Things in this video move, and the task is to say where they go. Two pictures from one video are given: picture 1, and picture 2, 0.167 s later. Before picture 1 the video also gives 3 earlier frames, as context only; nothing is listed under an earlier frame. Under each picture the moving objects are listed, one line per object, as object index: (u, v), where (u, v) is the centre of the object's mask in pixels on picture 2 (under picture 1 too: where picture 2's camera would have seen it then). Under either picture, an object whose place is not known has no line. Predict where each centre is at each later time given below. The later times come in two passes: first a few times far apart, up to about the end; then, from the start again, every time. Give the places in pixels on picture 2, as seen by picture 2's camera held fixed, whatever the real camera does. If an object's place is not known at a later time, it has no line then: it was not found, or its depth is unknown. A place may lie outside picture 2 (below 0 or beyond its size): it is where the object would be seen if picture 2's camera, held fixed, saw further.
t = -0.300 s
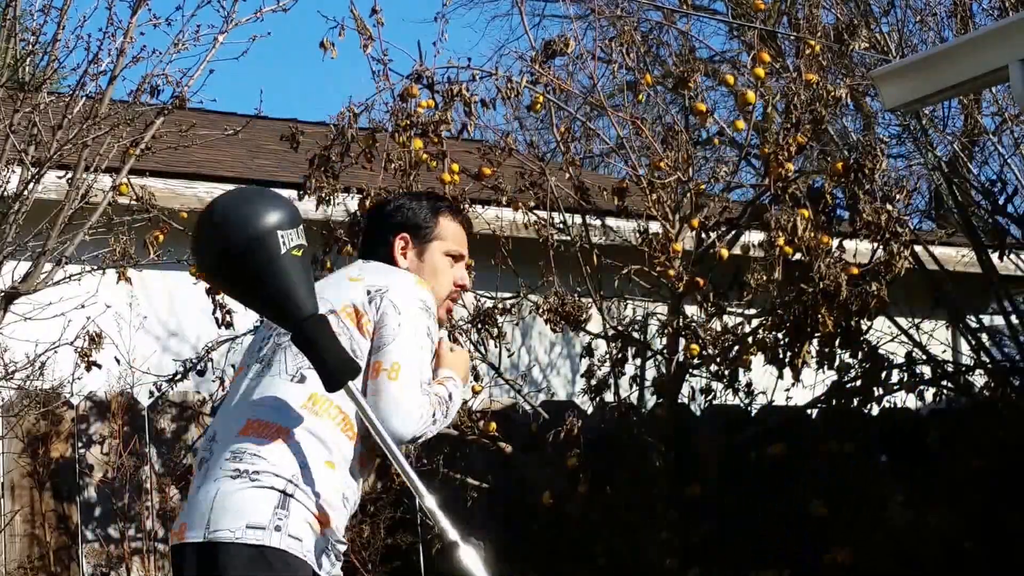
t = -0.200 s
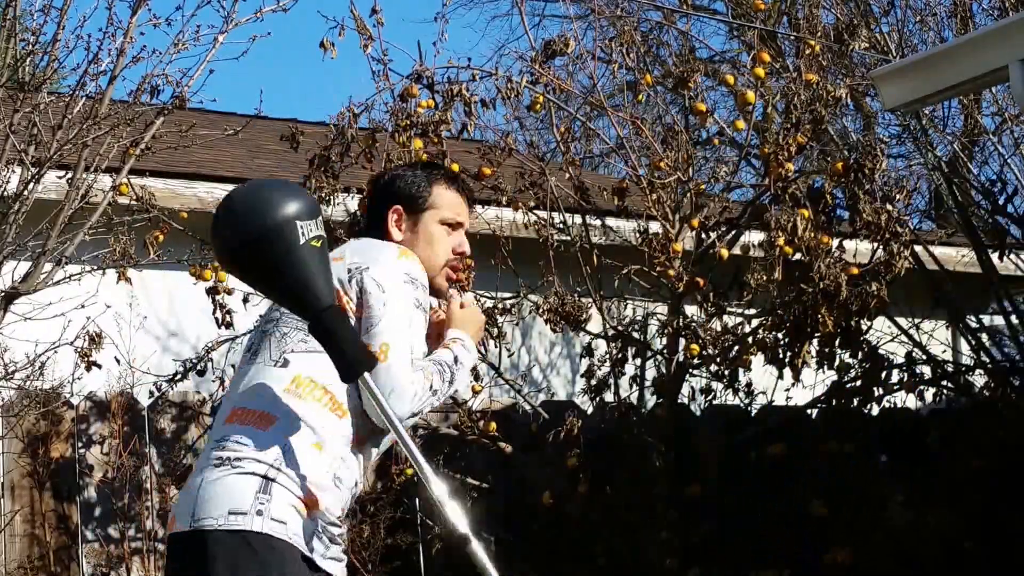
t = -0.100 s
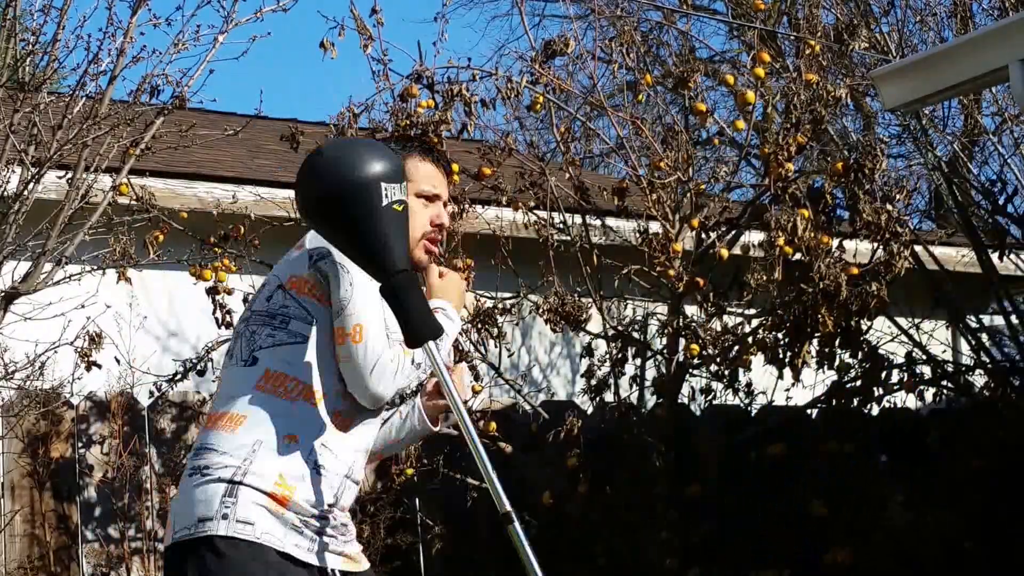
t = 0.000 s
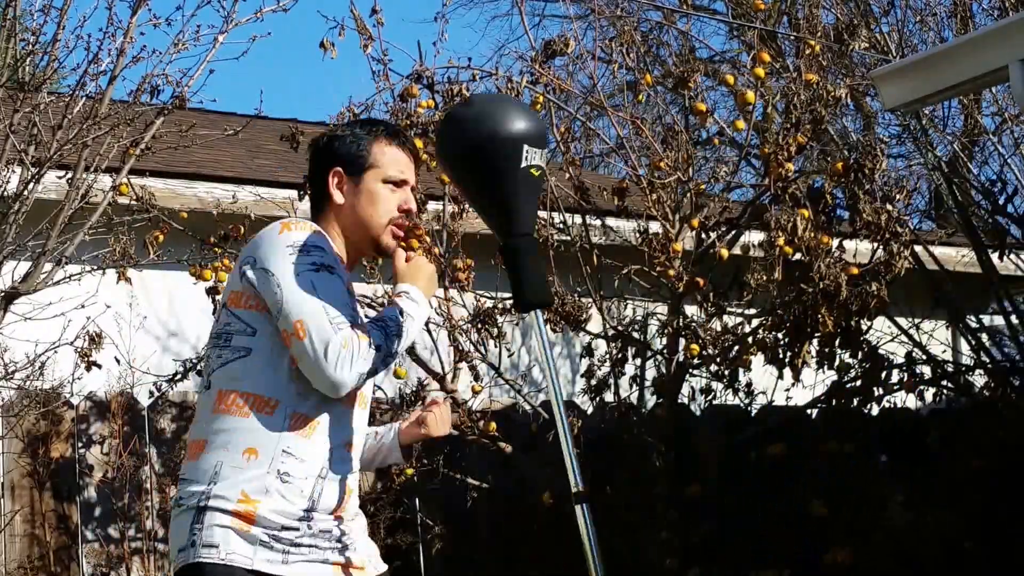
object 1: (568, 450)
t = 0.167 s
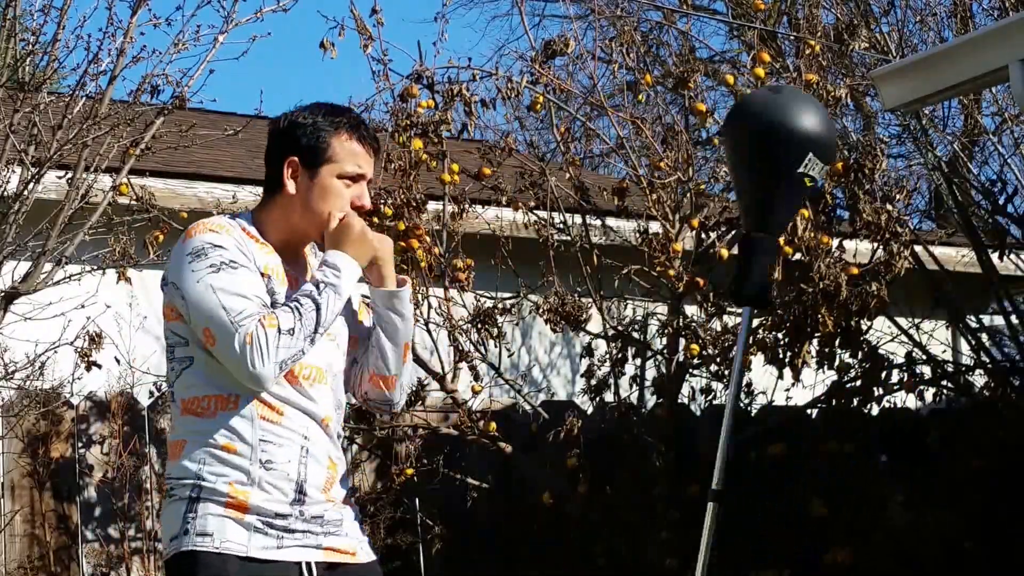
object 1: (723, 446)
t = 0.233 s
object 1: (773, 449)
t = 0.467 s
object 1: (816, 462)
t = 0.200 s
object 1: (749, 448)
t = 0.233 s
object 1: (773, 449)
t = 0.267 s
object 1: (792, 452)
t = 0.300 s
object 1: (806, 459)
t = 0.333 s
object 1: (816, 464)
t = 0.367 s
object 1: (823, 463)
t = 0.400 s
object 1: (825, 464)
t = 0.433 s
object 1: (822, 464)
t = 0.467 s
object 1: (816, 462)
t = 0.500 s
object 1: (806, 458)
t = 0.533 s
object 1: (791, 452)
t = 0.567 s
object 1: (772, 449)
